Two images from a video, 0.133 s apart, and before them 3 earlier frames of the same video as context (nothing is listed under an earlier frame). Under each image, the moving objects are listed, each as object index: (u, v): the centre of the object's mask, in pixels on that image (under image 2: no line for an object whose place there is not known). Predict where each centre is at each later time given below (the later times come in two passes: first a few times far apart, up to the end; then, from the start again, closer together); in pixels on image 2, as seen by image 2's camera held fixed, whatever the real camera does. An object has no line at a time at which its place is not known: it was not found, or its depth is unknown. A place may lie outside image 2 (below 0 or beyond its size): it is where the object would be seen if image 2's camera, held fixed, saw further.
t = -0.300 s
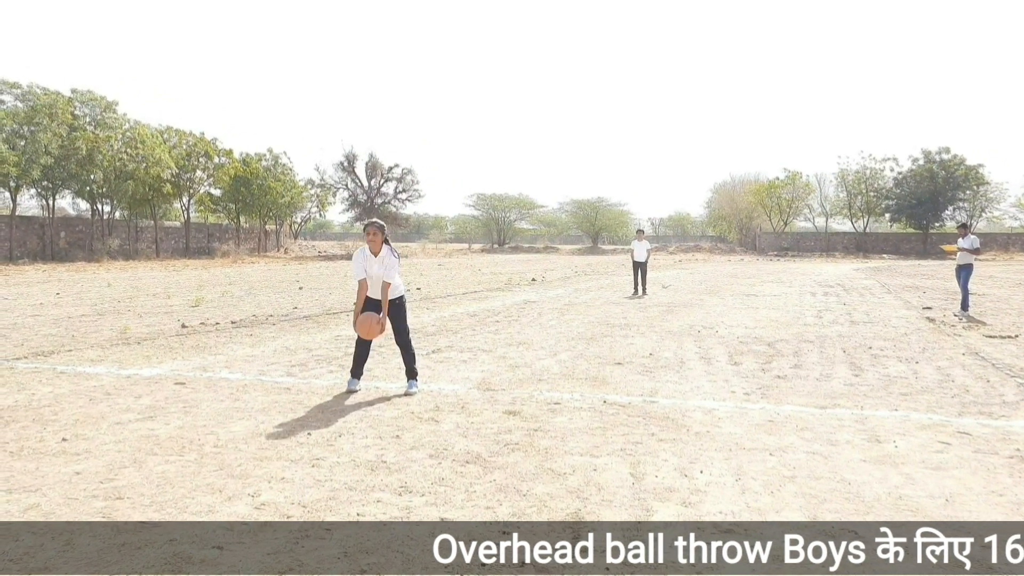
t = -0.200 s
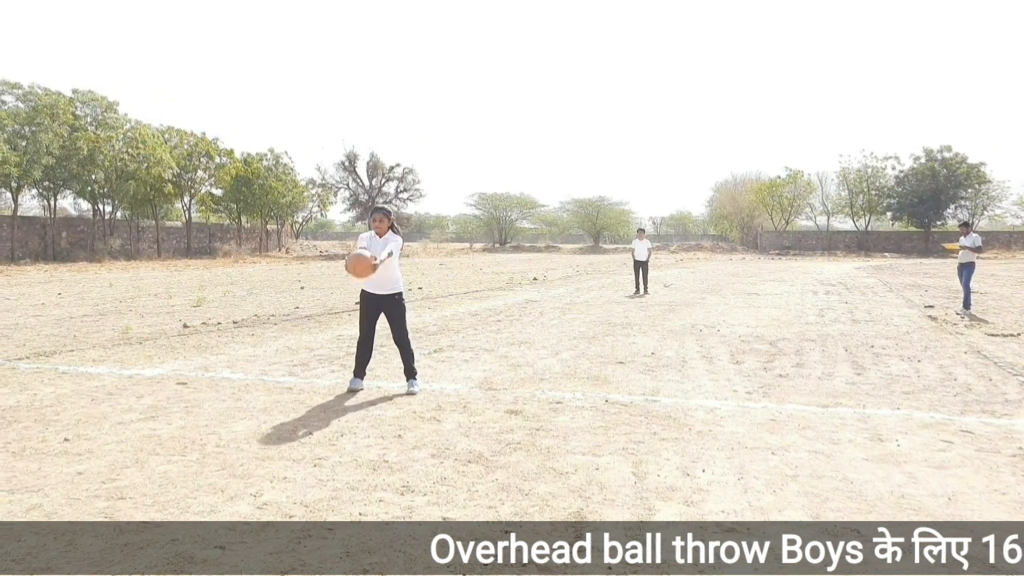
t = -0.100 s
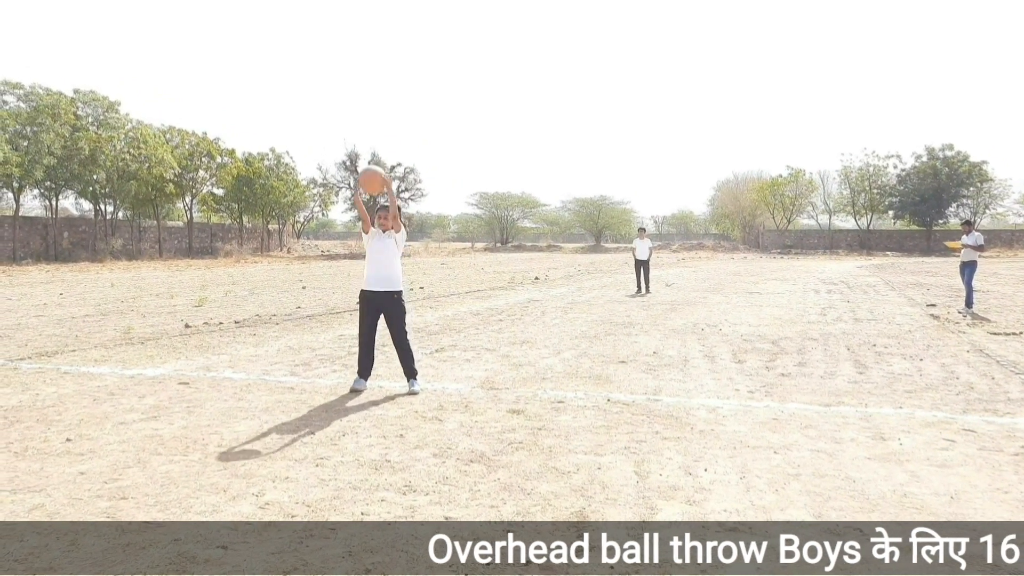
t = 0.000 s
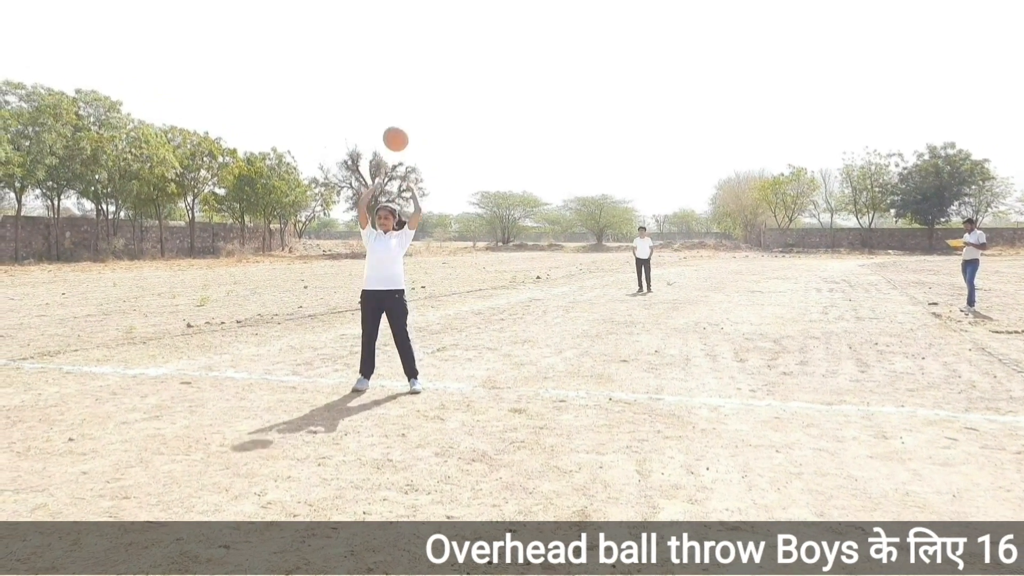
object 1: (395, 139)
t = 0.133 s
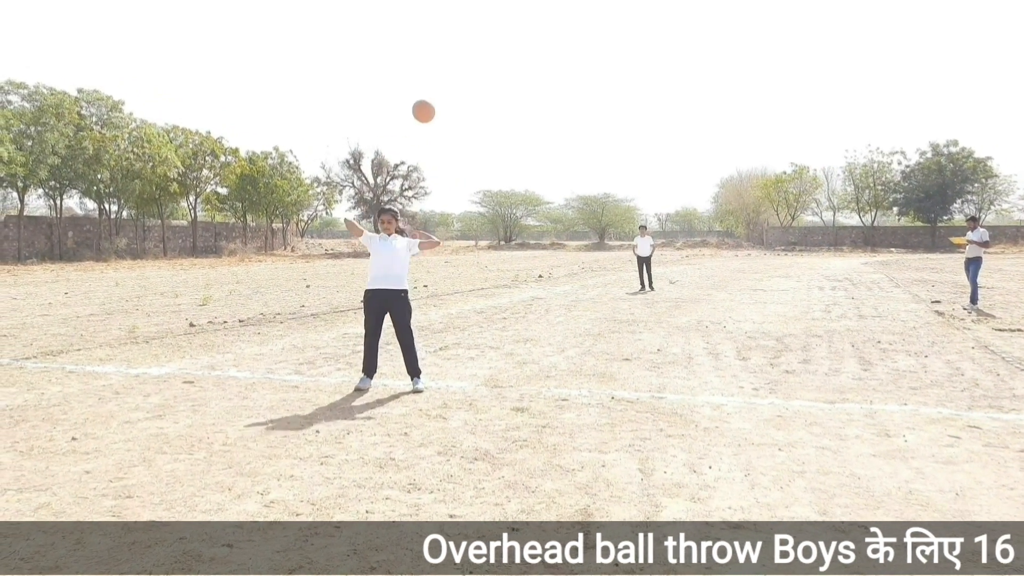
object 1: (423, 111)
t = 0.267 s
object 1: (445, 107)
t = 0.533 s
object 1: (480, 139)
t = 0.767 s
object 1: (505, 199)
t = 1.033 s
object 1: (523, 287)
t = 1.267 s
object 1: (523, 264)
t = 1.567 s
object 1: (519, 219)
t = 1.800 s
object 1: (515, 215)
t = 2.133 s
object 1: (508, 260)
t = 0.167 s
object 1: (429, 108)
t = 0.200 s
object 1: (435, 107)
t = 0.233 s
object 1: (440, 106)
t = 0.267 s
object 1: (445, 107)
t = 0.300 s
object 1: (450, 108)
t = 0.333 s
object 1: (455, 110)
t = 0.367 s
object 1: (459, 113)
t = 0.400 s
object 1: (464, 117)
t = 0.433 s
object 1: (468, 122)
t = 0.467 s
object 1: (472, 127)
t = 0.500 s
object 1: (476, 133)
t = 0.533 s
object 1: (480, 139)
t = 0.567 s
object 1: (484, 147)
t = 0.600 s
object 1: (487, 154)
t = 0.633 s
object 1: (491, 162)
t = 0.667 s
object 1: (495, 170)
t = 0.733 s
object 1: (502, 189)
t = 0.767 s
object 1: (505, 199)
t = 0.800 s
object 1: (508, 208)
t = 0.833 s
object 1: (511, 219)
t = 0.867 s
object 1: (513, 229)
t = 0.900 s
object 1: (515, 239)
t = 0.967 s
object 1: (519, 263)
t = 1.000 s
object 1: (521, 275)
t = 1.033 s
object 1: (523, 287)
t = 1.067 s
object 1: (525, 299)
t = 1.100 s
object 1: (526, 312)
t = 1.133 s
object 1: (526, 302)
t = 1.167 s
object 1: (525, 292)
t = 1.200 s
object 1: (524, 282)
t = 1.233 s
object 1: (524, 273)
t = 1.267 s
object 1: (523, 264)
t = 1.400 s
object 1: (522, 236)
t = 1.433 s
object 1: (522, 232)
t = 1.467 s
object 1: (520, 227)
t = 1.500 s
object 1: (520, 223)
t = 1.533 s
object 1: (520, 221)
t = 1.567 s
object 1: (519, 219)
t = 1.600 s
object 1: (518, 215)
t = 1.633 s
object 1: (518, 214)
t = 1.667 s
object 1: (518, 214)
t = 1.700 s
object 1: (517, 213)
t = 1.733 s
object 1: (517, 213)
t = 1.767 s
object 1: (516, 214)
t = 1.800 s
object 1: (515, 215)
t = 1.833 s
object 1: (514, 218)
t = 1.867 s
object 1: (513, 220)
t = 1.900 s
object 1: (513, 223)
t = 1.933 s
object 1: (512, 226)
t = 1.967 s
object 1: (512, 231)
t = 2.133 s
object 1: (508, 260)
